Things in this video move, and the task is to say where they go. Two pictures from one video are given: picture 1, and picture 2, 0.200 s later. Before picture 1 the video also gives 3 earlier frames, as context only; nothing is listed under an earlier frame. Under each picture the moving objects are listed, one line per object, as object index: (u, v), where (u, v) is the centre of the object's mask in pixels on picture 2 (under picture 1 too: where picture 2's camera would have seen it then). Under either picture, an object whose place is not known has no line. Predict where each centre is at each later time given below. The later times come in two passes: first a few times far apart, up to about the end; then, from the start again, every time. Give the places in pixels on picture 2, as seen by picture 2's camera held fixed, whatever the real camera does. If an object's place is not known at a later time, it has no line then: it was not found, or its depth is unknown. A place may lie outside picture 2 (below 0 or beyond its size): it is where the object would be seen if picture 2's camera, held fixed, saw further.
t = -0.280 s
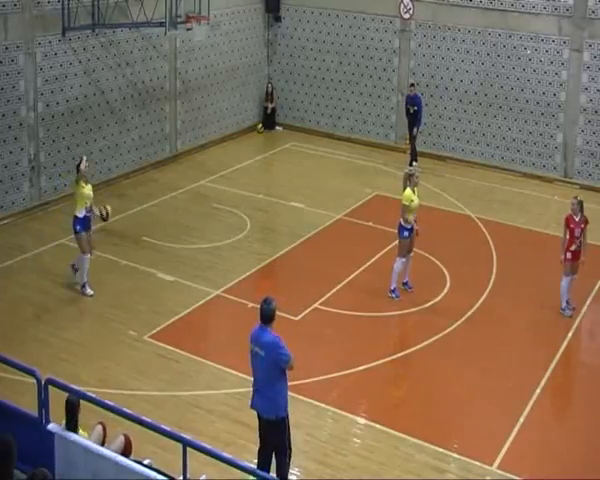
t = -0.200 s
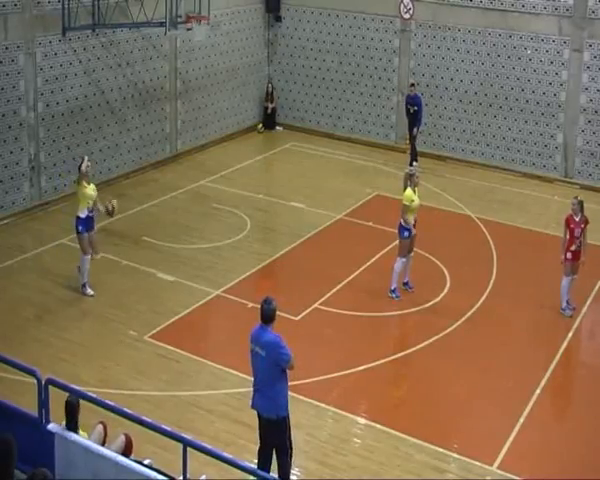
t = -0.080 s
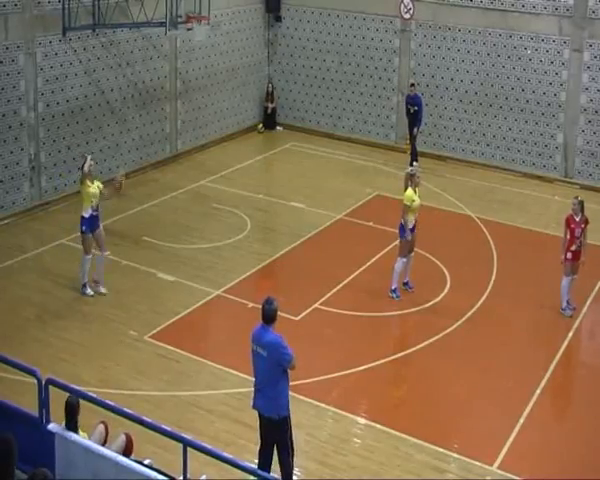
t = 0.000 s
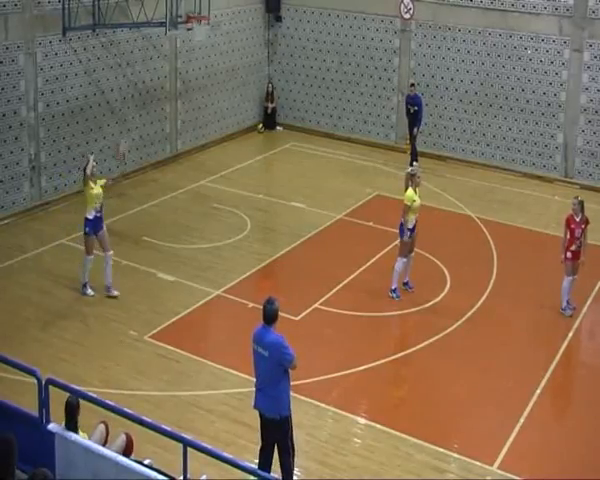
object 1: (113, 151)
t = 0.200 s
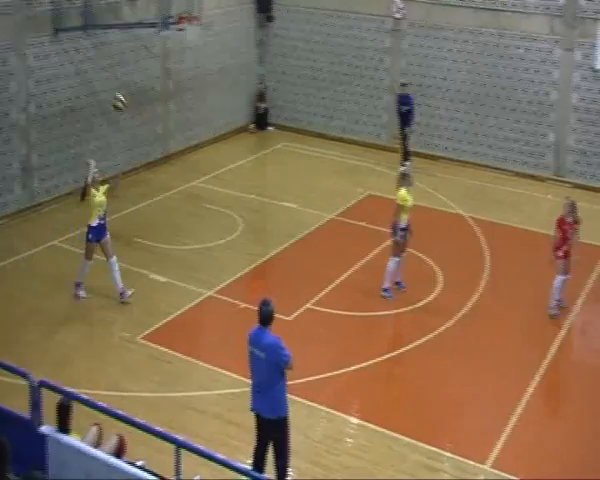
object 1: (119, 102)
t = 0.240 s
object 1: (120, 97)
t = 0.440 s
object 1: (129, 84)
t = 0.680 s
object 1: (140, 110)
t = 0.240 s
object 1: (120, 97)
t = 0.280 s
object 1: (122, 92)
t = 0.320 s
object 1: (124, 89)
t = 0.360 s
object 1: (125, 86)
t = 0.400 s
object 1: (127, 85)
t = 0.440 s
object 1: (129, 84)
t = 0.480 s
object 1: (131, 87)
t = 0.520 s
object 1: (133, 89)
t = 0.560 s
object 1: (135, 92)
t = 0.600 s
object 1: (137, 96)
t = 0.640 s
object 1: (139, 102)
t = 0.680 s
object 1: (140, 110)
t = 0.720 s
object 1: (142, 119)
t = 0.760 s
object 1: (143, 130)
